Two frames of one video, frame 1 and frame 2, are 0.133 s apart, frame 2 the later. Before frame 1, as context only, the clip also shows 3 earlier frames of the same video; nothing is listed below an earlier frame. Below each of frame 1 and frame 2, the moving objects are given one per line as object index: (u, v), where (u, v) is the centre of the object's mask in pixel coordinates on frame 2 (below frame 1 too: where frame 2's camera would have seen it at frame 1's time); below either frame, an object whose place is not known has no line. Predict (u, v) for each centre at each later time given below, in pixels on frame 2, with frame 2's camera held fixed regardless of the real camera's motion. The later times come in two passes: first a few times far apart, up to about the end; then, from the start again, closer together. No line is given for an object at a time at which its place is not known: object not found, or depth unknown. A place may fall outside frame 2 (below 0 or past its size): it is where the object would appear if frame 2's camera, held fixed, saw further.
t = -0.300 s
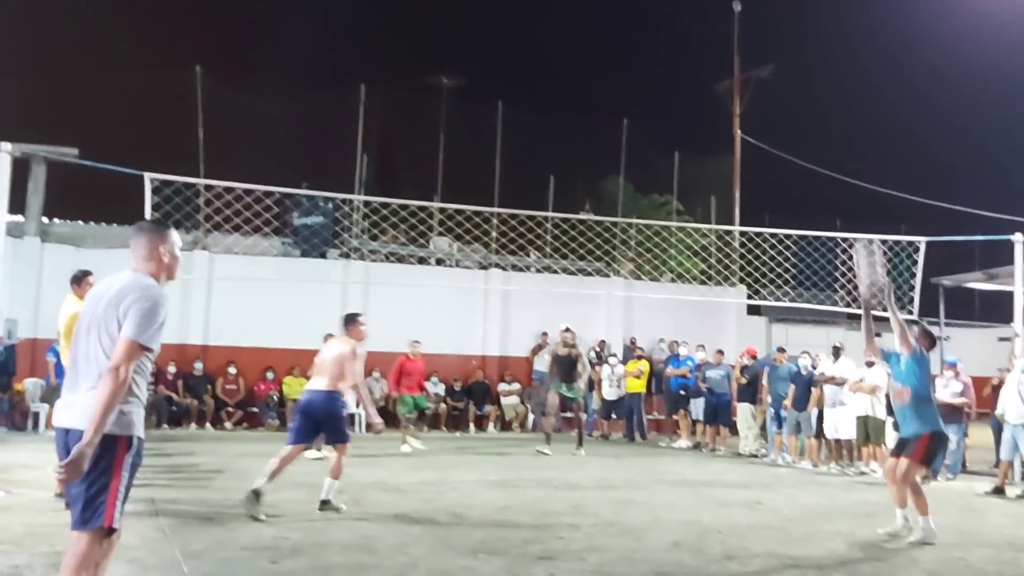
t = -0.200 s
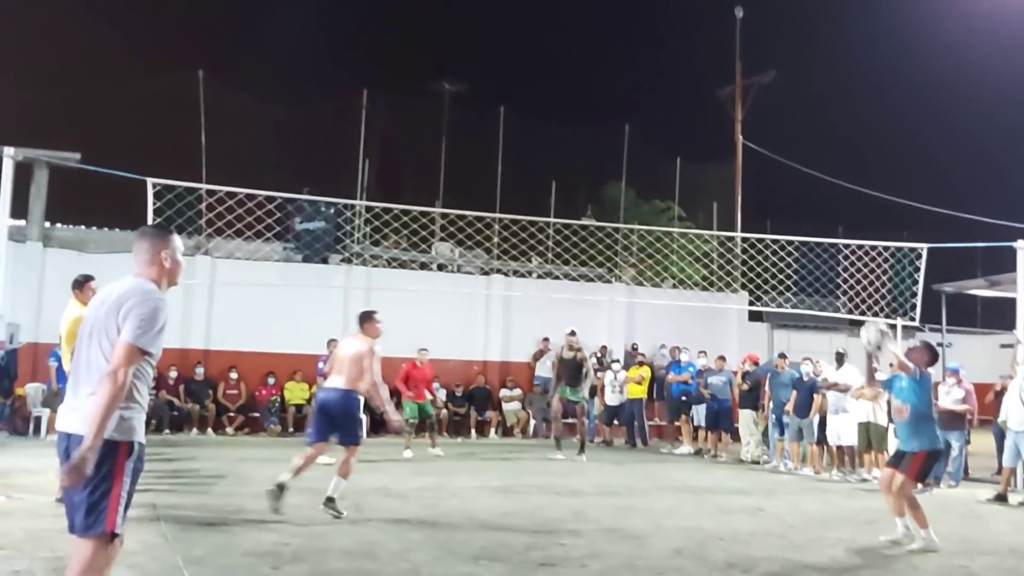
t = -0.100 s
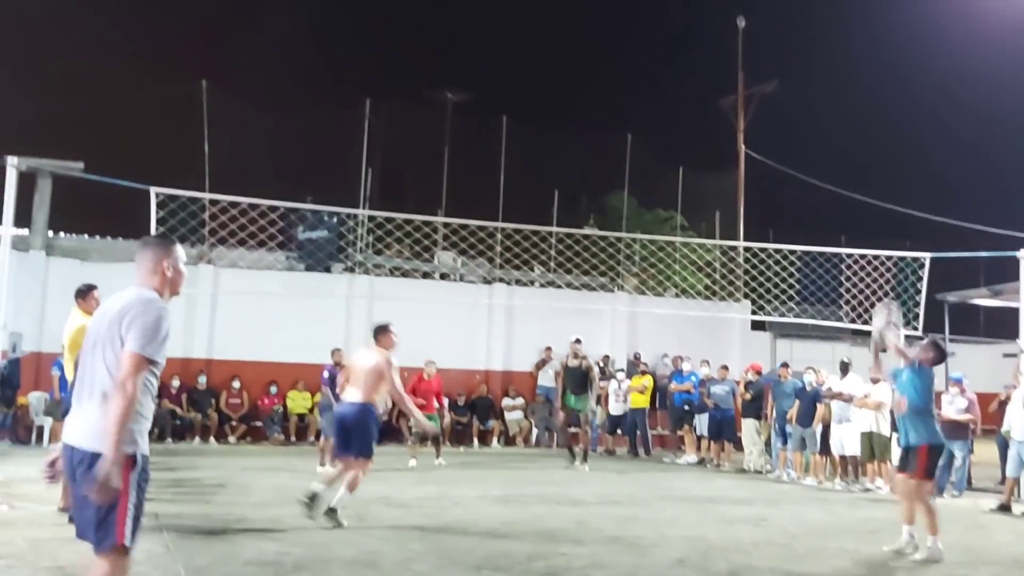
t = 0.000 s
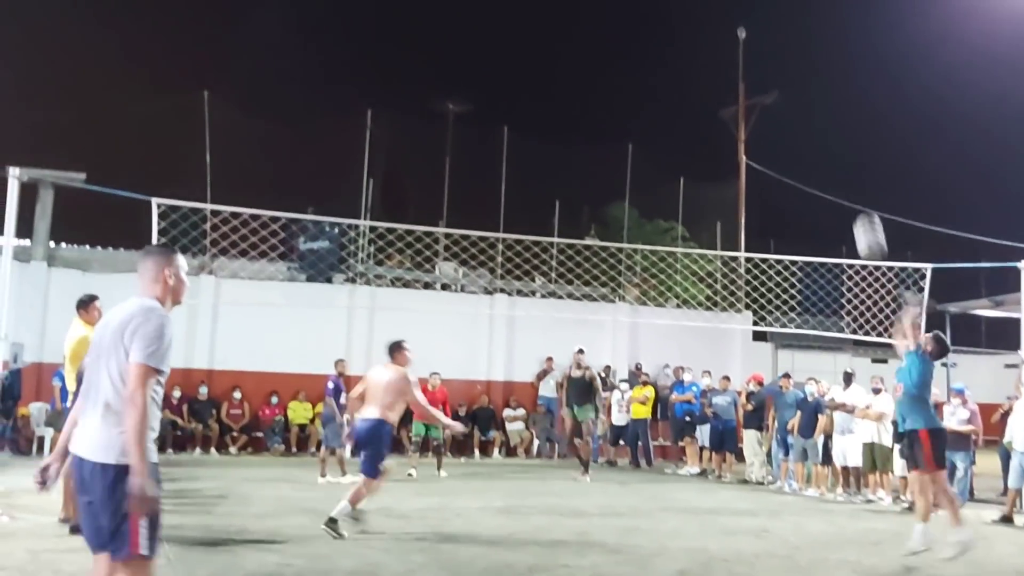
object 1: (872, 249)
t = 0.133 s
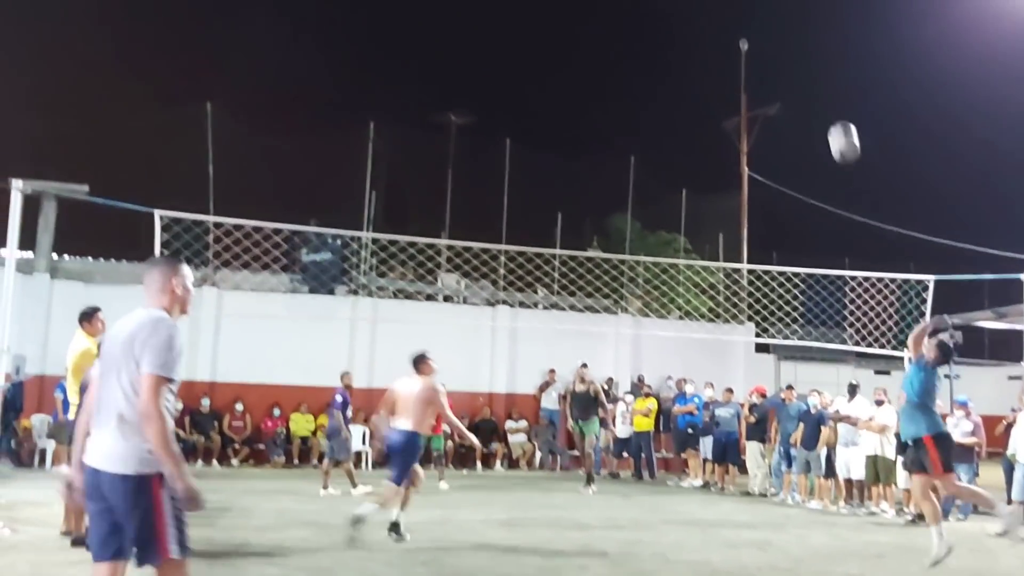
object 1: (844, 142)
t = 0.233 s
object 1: (824, 79)
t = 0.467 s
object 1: (780, -15)
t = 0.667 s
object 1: (746, -46)
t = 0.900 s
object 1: (708, -29)
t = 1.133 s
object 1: (672, 37)
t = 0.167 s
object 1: (837, 120)
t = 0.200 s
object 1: (830, 98)
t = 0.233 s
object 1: (824, 79)
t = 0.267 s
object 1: (817, 61)
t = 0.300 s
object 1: (811, 45)
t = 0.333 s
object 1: (805, 30)
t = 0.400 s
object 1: (792, 4)
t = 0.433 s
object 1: (786, -6)
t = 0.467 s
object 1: (780, -15)
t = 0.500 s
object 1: (774, -24)
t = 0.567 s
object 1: (762, -36)
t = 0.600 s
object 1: (757, -41)
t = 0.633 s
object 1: (751, -44)
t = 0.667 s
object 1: (746, -46)
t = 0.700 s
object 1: (740, -47)
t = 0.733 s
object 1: (734, -47)
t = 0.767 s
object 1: (729, -45)
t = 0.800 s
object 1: (724, -43)
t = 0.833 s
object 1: (718, -39)
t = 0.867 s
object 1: (713, -35)
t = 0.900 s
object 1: (708, -29)
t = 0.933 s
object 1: (702, -22)
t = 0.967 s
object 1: (697, -15)
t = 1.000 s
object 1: (692, -6)
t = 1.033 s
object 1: (687, 3)
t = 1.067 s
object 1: (682, 14)
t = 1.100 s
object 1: (676, 25)
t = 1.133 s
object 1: (672, 37)
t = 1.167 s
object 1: (667, 51)
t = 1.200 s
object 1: (662, 65)
